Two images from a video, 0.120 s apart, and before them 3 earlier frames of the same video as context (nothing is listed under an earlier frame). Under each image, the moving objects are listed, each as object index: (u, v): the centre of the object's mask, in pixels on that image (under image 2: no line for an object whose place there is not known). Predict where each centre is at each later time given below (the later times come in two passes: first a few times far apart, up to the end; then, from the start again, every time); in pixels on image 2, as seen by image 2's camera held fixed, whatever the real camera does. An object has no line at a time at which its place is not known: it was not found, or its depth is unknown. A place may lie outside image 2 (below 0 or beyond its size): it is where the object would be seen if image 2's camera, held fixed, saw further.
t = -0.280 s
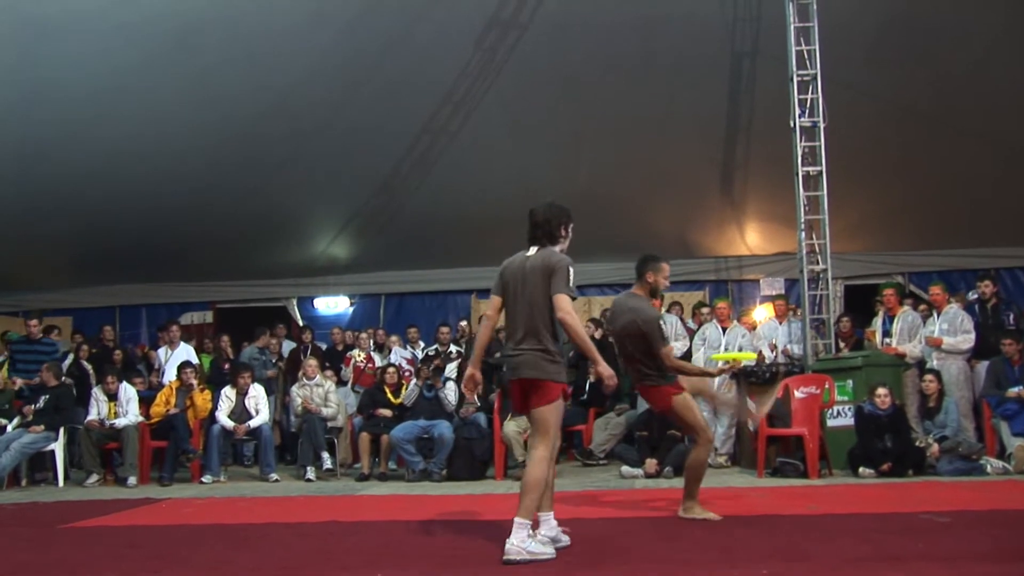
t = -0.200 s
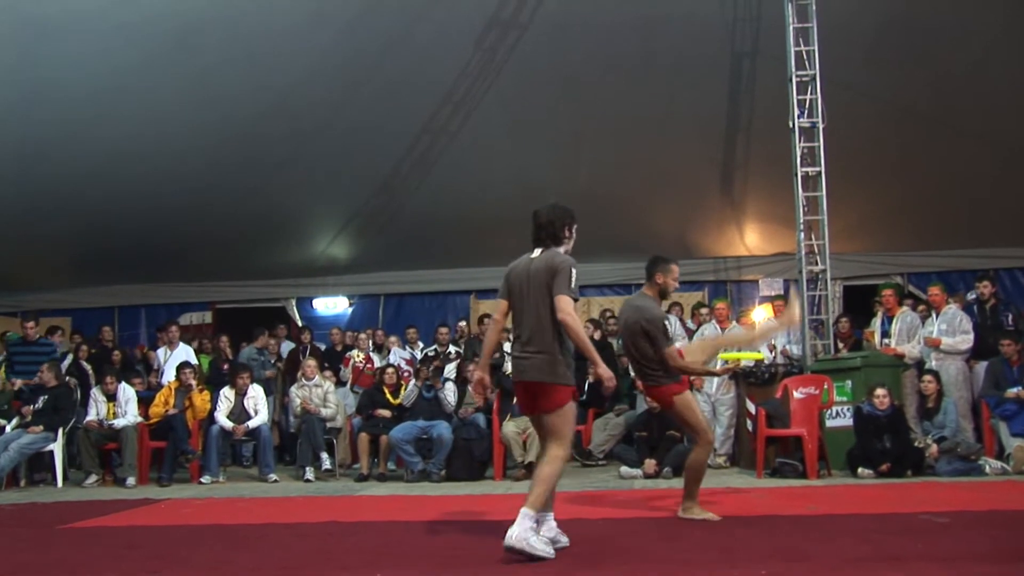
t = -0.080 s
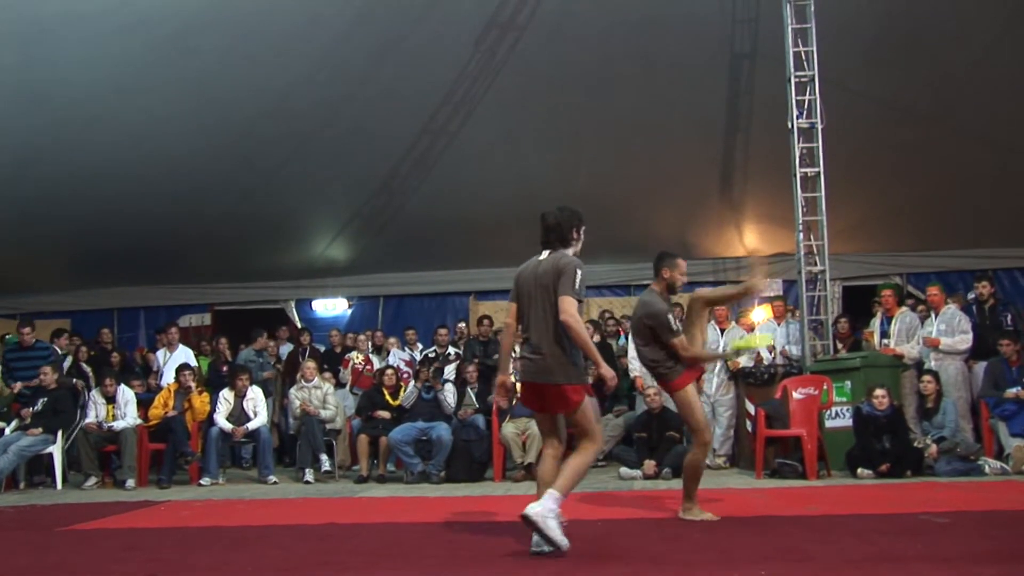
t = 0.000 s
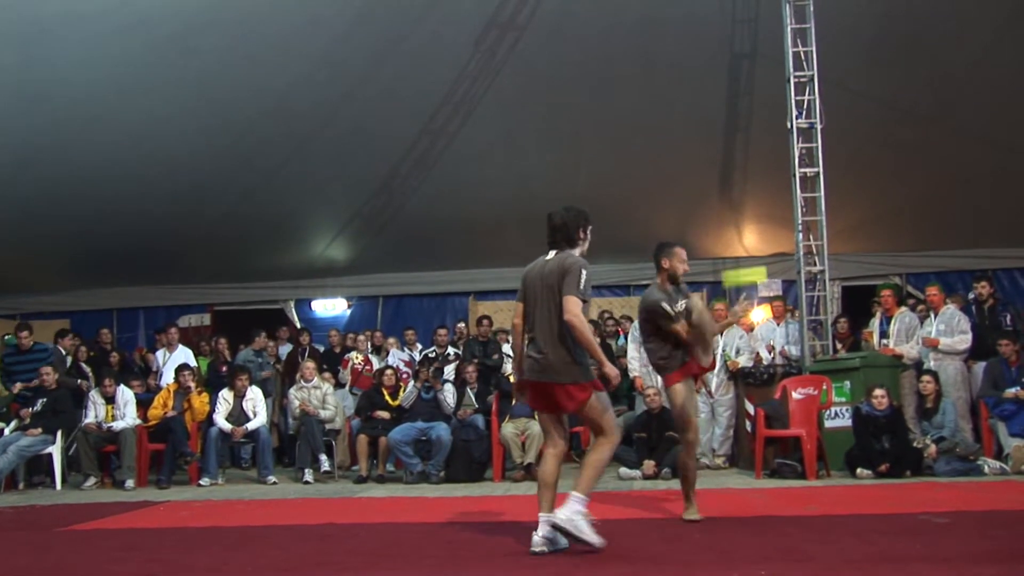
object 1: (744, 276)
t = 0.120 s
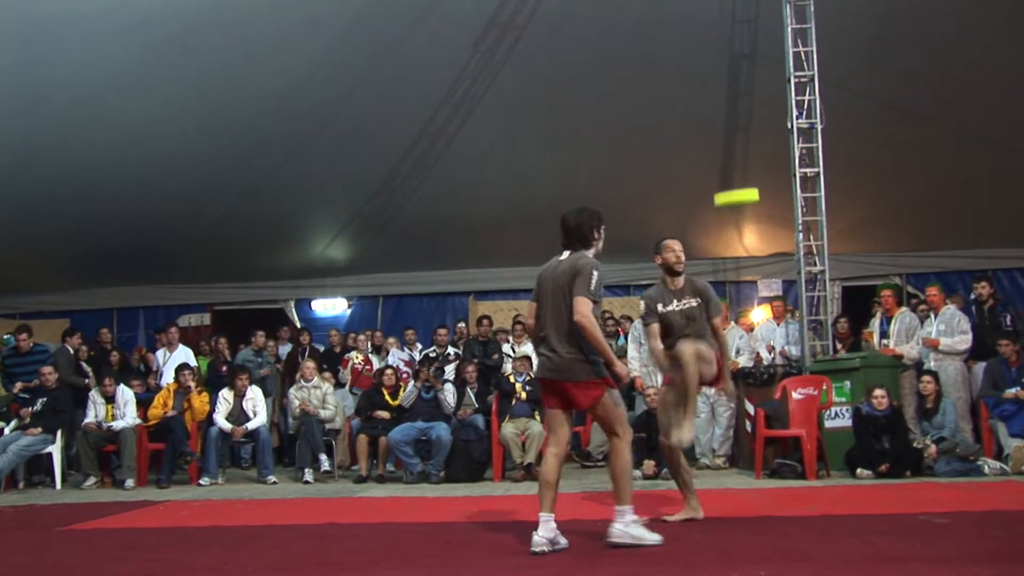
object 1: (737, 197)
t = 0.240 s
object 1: (730, 145)
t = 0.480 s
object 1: (720, 109)
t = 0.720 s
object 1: (714, 150)
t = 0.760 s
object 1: (713, 164)
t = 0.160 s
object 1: (734, 177)
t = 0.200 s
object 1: (731, 159)
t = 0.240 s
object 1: (730, 145)
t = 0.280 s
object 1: (728, 133)
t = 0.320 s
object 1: (726, 123)
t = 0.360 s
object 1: (724, 116)
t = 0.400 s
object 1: (723, 111)
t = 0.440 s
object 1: (722, 109)
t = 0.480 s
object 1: (720, 109)
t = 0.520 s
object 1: (719, 110)
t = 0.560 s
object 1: (718, 114)
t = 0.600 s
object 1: (717, 120)
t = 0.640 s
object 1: (716, 128)
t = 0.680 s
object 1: (715, 138)
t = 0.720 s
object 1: (714, 150)
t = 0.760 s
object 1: (713, 164)
